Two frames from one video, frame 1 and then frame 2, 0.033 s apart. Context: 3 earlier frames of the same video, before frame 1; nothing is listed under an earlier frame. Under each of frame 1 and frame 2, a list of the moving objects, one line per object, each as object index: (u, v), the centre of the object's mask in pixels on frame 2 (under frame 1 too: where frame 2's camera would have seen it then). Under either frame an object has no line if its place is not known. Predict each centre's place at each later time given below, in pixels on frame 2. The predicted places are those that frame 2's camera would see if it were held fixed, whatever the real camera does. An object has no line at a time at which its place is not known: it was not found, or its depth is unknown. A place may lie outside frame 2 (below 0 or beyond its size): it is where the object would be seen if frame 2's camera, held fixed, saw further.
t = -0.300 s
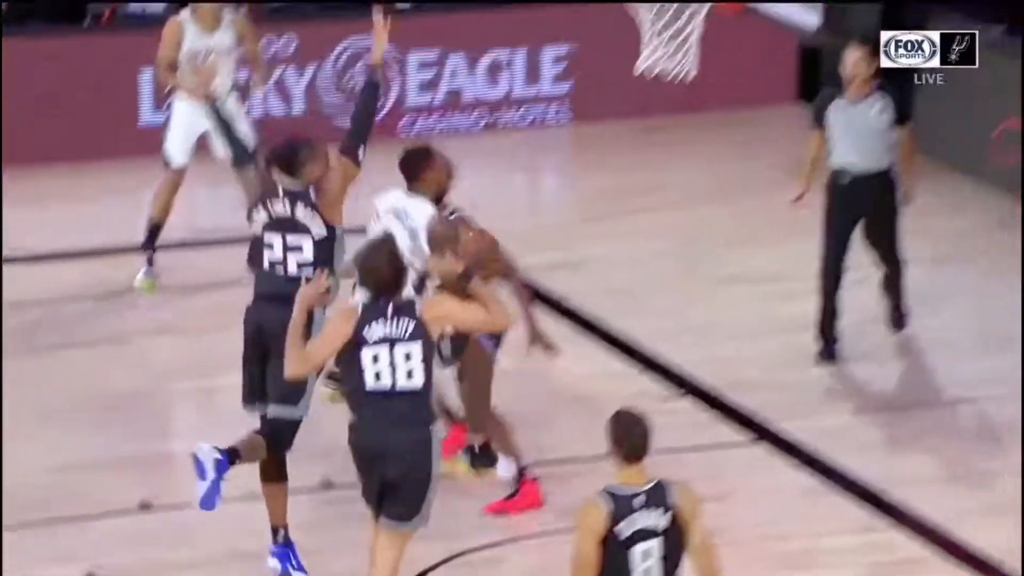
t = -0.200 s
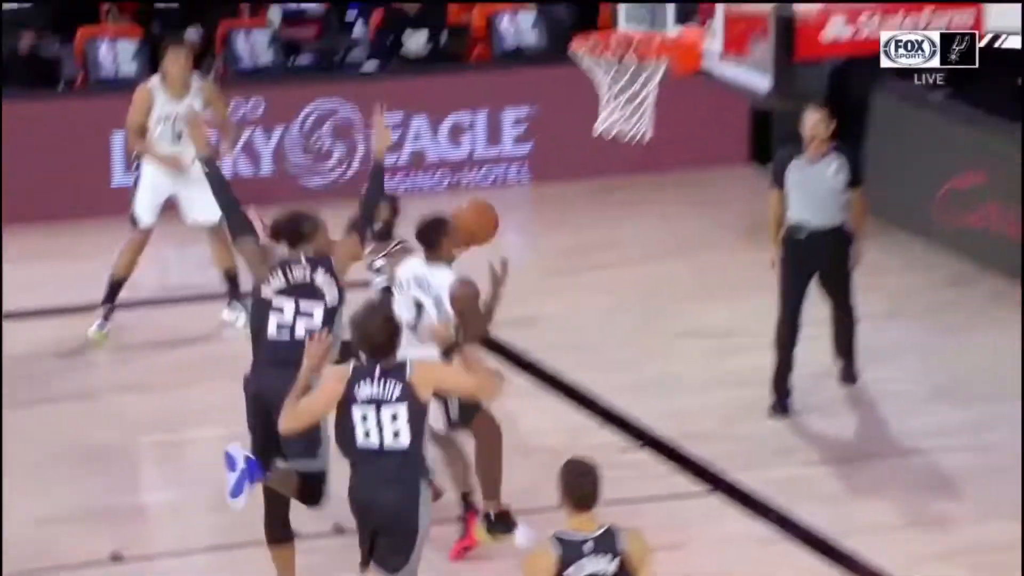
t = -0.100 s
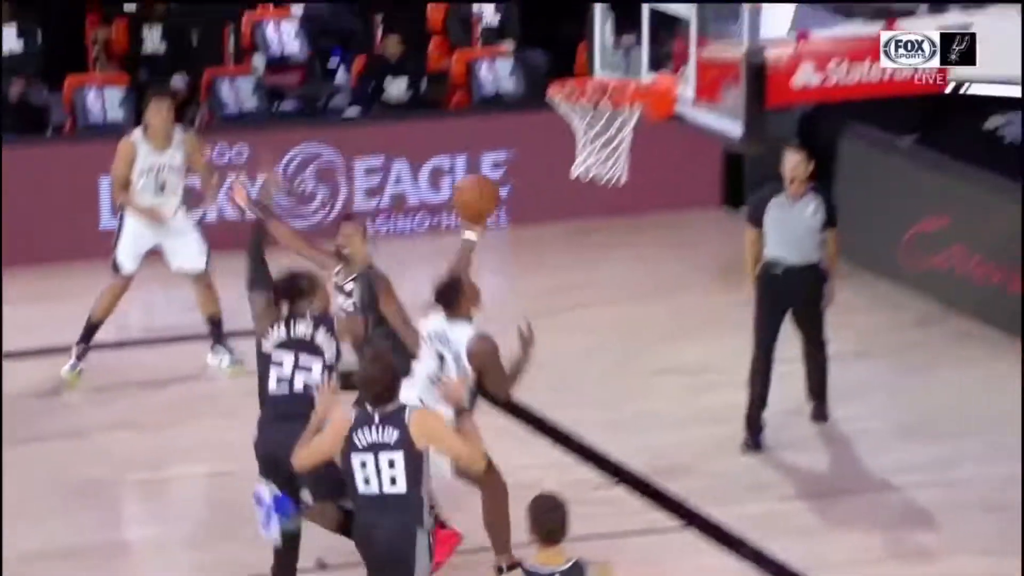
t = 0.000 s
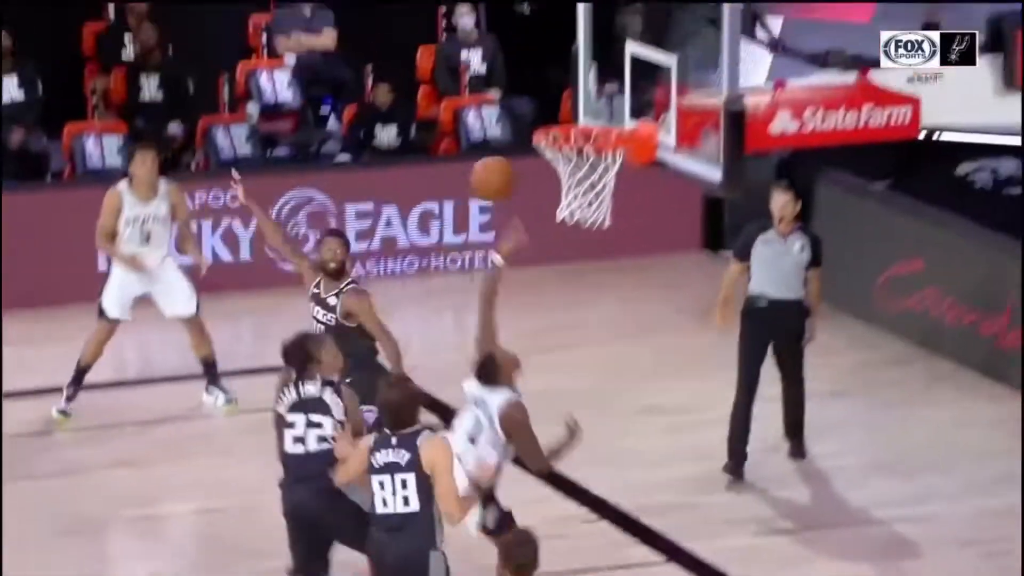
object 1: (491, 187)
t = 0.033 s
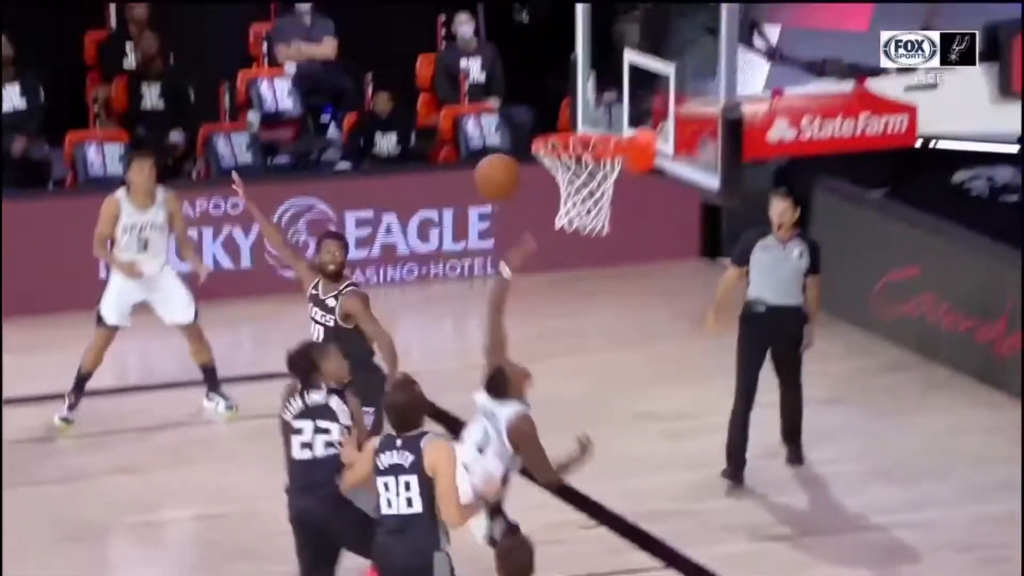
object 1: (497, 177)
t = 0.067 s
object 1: (510, 156)
